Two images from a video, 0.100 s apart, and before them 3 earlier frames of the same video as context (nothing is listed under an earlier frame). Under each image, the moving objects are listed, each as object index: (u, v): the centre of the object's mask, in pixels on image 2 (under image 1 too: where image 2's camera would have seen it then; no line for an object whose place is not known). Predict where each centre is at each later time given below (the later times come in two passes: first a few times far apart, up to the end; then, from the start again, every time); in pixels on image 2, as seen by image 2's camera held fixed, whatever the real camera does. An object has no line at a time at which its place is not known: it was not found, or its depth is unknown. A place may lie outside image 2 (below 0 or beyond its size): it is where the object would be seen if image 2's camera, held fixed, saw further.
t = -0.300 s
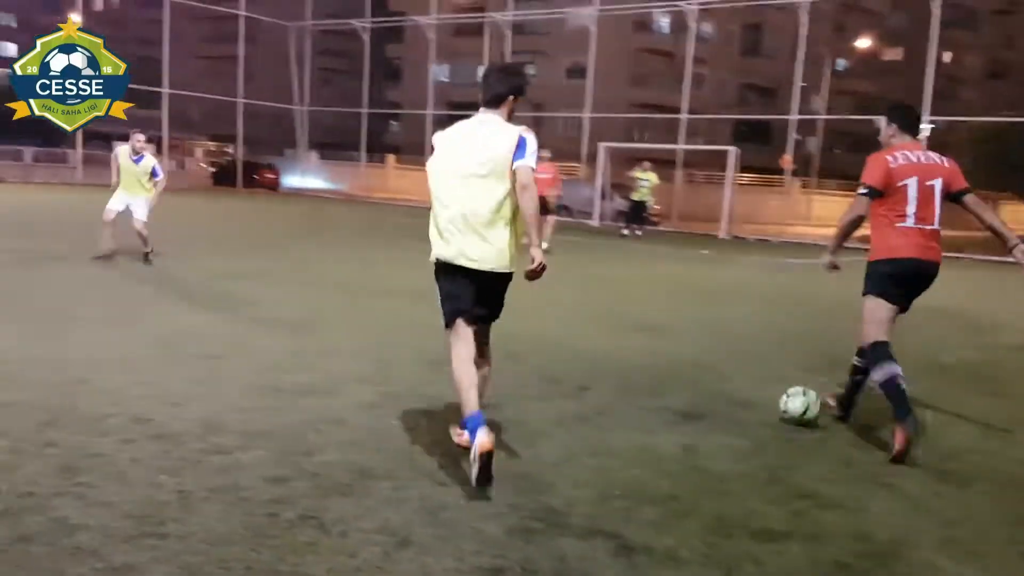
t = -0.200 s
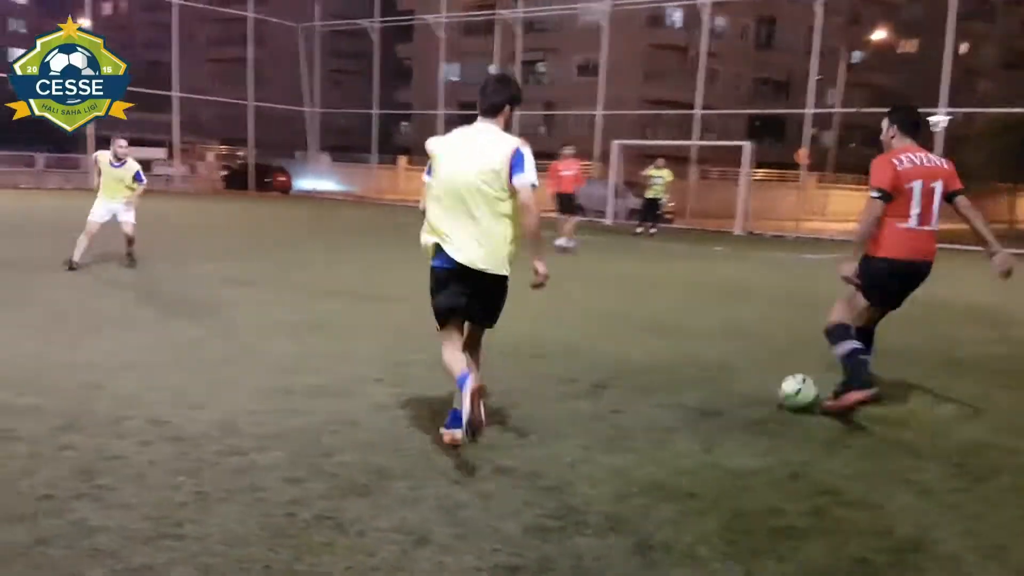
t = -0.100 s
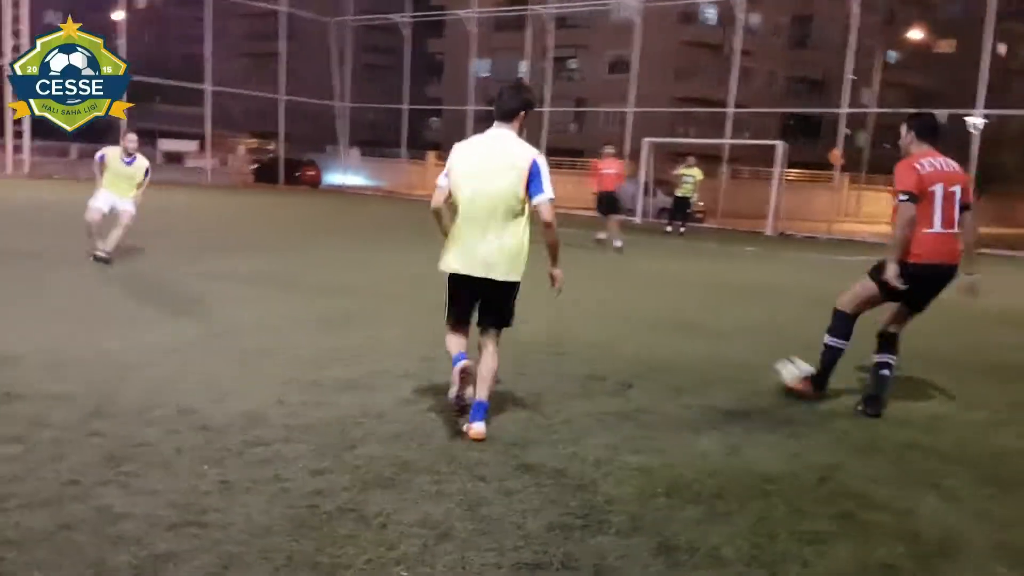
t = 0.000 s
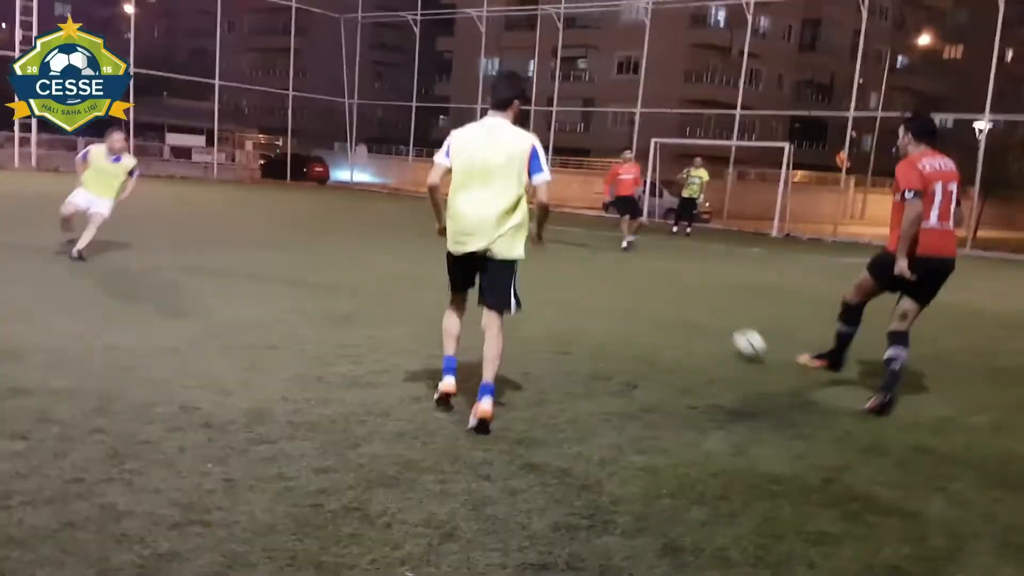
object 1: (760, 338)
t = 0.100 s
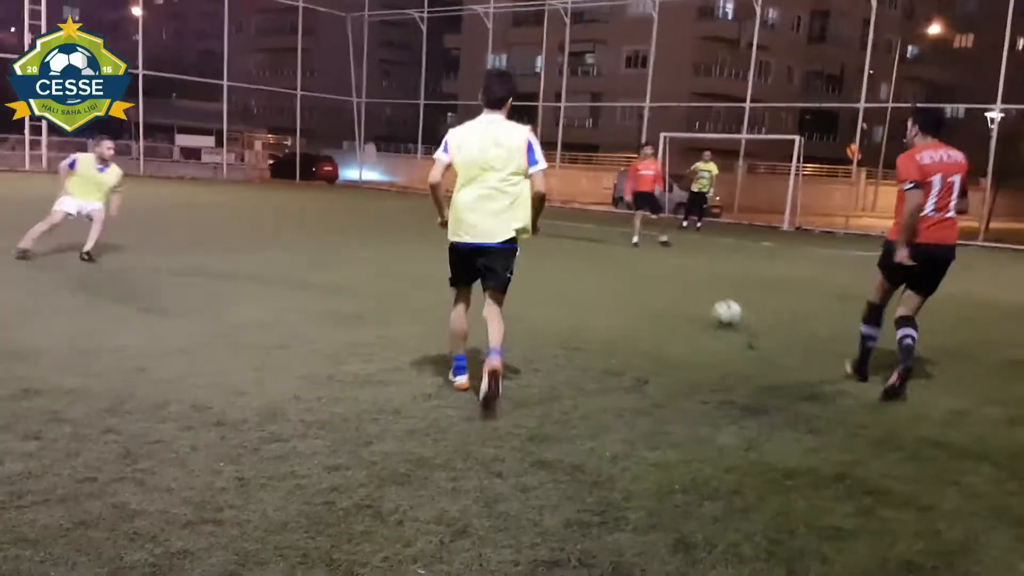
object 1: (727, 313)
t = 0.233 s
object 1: (695, 296)
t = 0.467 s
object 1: (663, 271)
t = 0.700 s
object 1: (647, 256)
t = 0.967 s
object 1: (634, 248)
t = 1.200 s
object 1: (626, 242)
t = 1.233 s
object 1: (625, 240)
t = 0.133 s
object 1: (718, 307)
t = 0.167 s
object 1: (709, 303)
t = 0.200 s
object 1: (702, 300)
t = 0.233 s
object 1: (695, 296)
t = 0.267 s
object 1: (690, 290)
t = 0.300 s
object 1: (684, 286)
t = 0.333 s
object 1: (678, 282)
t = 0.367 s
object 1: (674, 280)
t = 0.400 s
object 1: (670, 279)
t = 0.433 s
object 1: (666, 275)
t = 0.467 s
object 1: (663, 271)
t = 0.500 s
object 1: (660, 269)
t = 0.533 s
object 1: (657, 267)
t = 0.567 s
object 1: (654, 265)
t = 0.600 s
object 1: (651, 265)
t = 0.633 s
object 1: (650, 262)
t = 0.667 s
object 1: (648, 258)
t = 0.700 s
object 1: (647, 256)
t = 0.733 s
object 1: (644, 255)
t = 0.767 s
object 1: (643, 254)
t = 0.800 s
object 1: (641, 255)
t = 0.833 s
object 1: (639, 254)
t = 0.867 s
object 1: (638, 252)
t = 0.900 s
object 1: (637, 250)
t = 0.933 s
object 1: (635, 248)
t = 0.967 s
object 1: (634, 248)
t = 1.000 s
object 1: (632, 248)
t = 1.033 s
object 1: (631, 248)
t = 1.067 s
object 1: (630, 245)
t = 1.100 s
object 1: (629, 243)
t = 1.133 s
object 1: (628, 242)
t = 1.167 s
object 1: (627, 242)
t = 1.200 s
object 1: (626, 242)
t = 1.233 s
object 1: (625, 240)
